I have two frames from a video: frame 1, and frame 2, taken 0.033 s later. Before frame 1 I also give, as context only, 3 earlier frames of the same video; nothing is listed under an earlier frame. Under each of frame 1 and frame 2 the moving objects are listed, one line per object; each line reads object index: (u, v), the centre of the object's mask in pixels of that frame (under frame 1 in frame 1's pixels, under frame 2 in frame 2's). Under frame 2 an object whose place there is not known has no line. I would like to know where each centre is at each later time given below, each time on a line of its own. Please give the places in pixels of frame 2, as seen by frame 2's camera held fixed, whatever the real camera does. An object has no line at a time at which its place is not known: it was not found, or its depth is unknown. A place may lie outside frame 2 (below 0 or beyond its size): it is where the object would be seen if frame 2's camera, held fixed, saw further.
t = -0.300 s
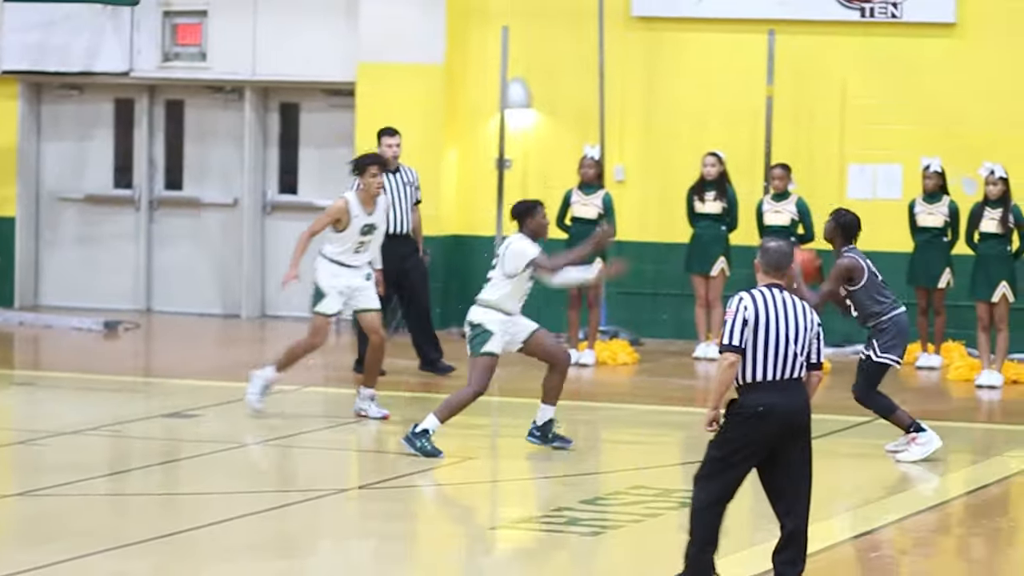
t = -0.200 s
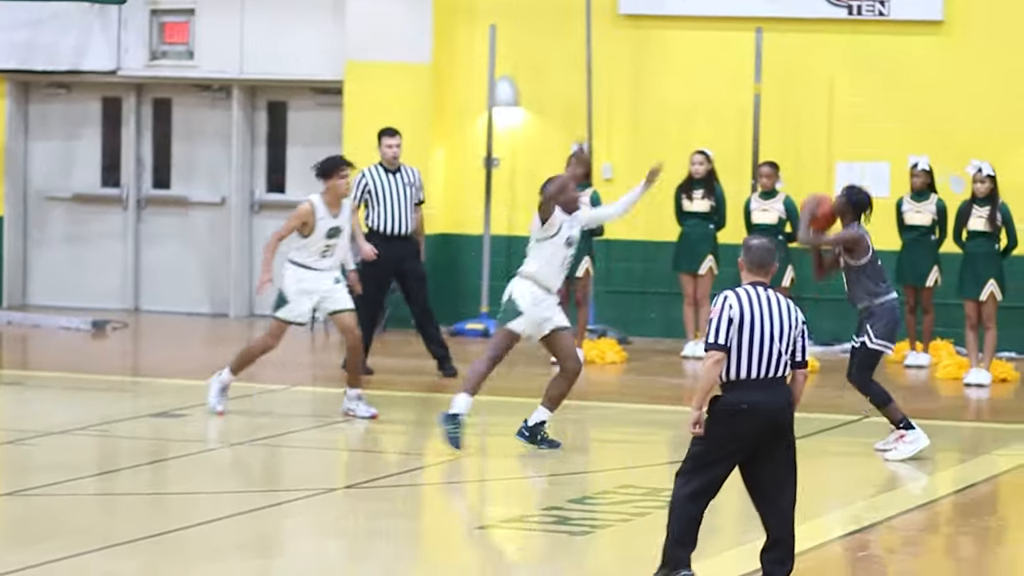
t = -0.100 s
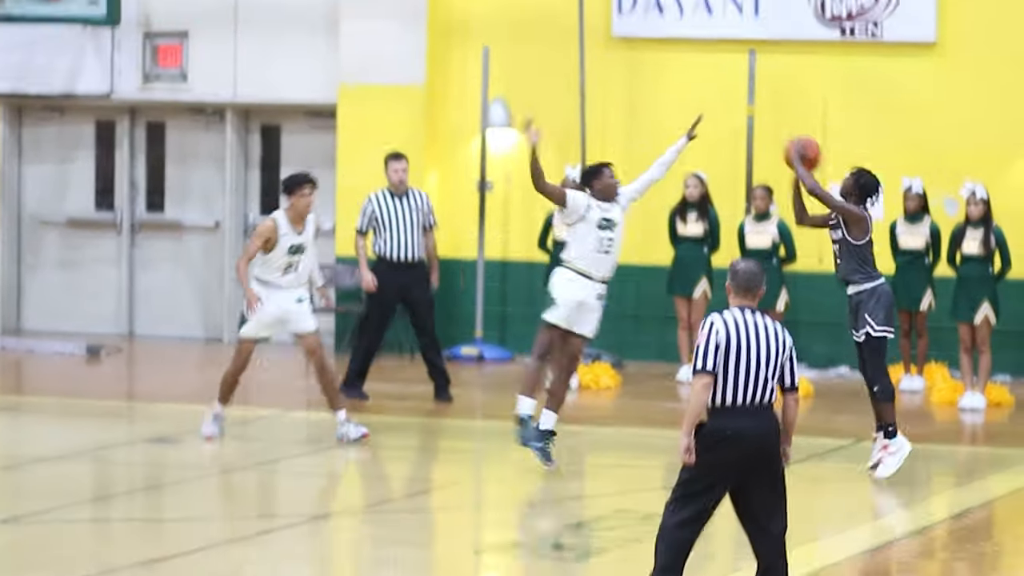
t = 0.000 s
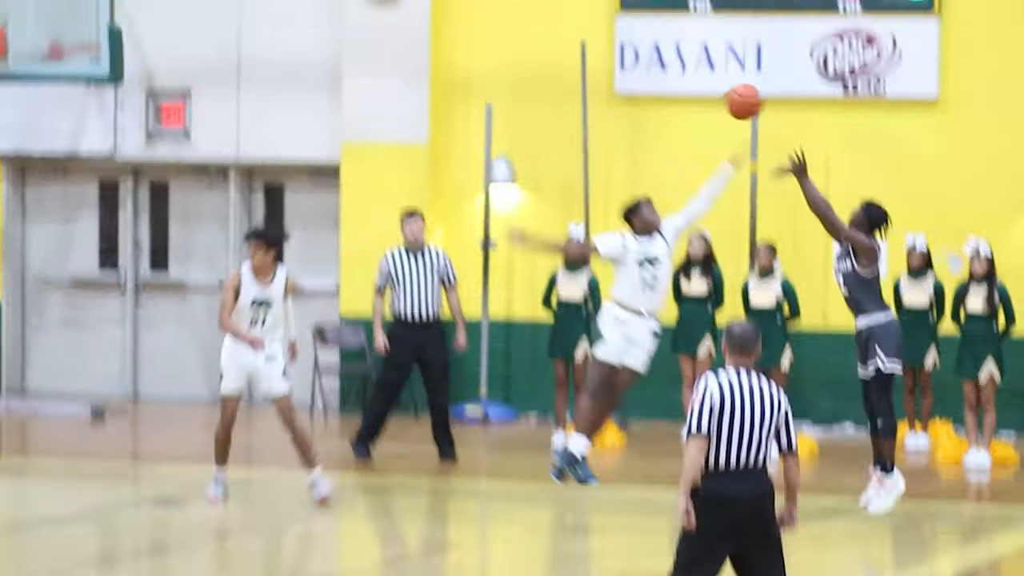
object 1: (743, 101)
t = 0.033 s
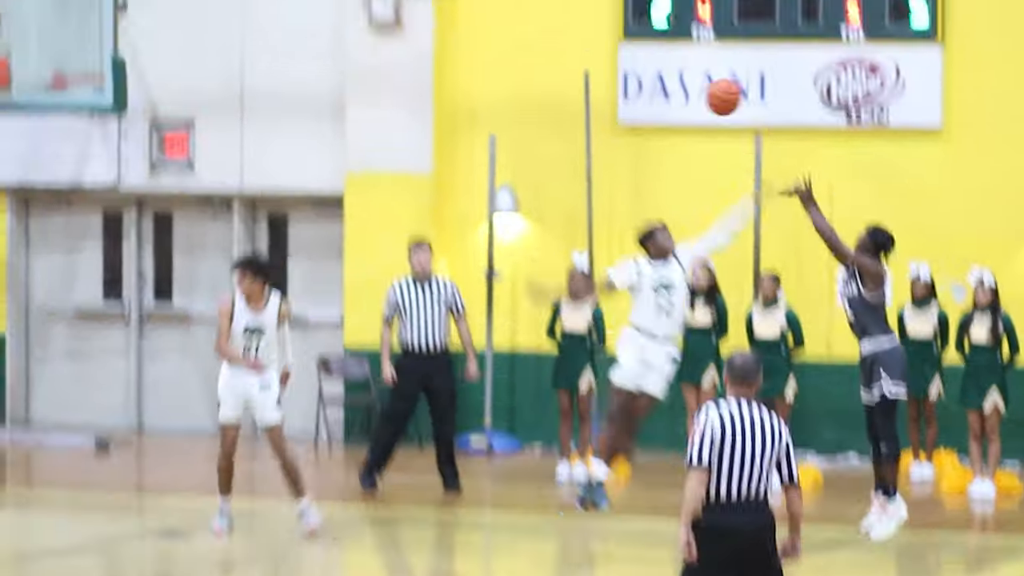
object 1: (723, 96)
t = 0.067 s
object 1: (699, 64)
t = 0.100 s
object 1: (676, 34)
